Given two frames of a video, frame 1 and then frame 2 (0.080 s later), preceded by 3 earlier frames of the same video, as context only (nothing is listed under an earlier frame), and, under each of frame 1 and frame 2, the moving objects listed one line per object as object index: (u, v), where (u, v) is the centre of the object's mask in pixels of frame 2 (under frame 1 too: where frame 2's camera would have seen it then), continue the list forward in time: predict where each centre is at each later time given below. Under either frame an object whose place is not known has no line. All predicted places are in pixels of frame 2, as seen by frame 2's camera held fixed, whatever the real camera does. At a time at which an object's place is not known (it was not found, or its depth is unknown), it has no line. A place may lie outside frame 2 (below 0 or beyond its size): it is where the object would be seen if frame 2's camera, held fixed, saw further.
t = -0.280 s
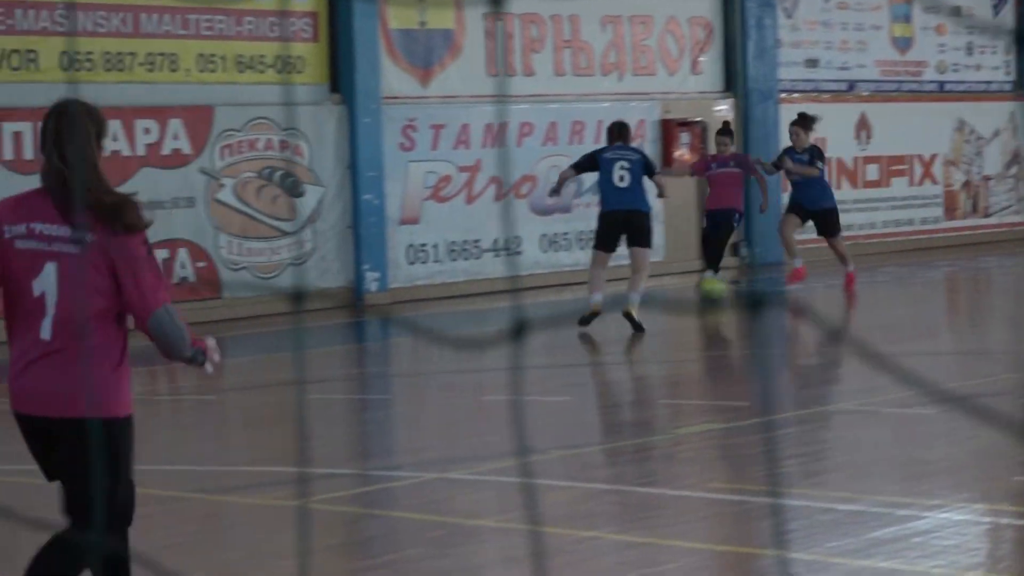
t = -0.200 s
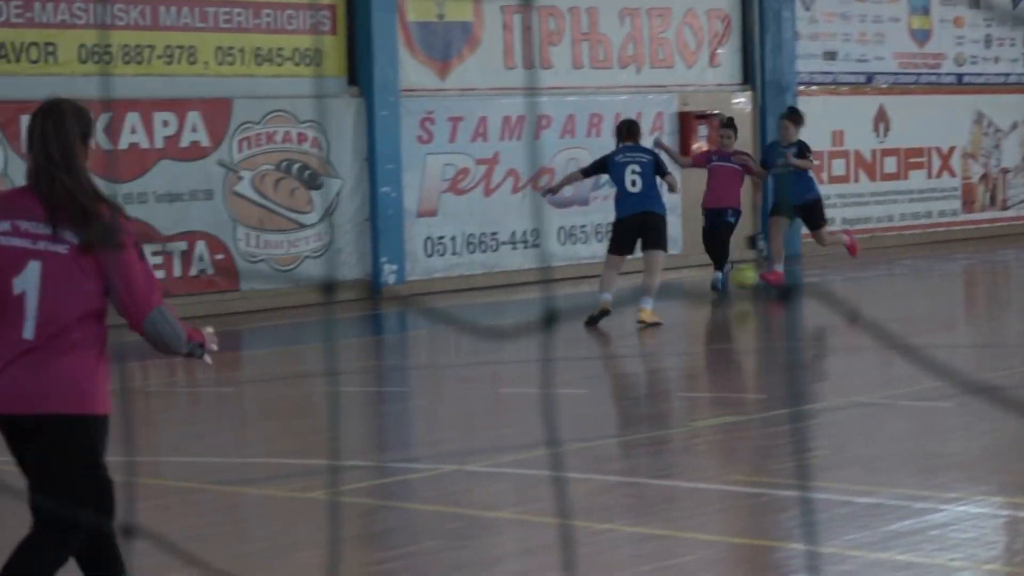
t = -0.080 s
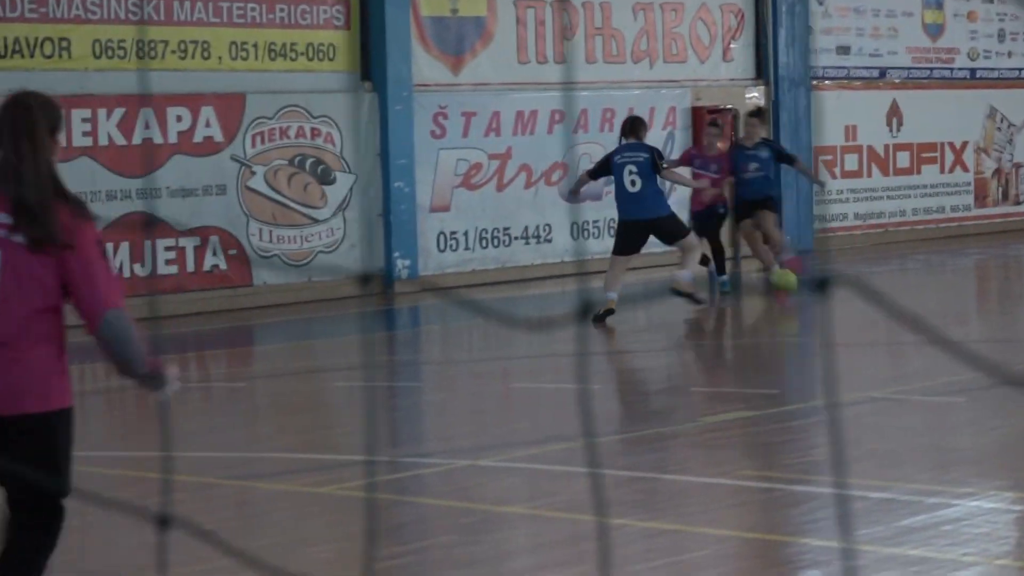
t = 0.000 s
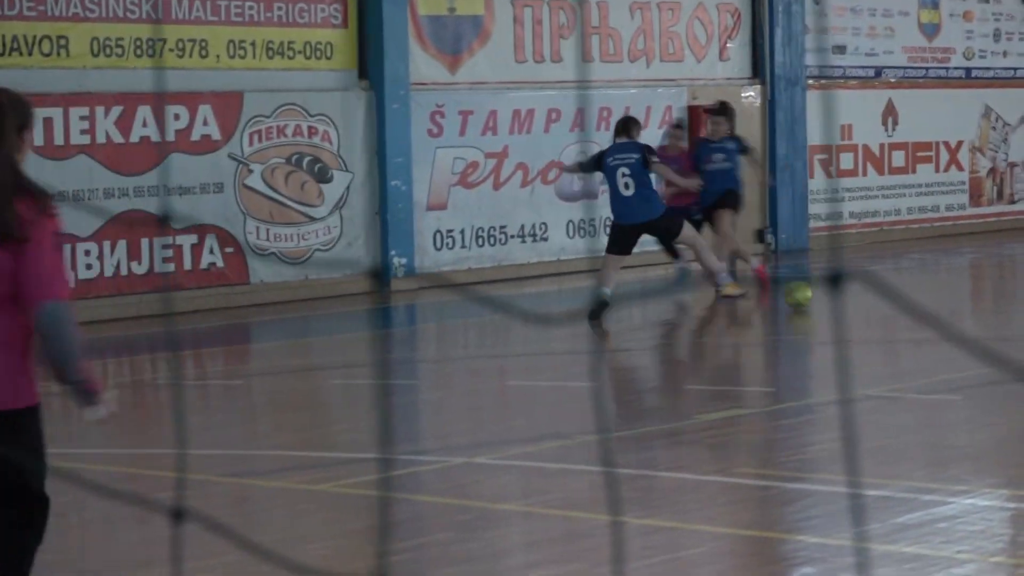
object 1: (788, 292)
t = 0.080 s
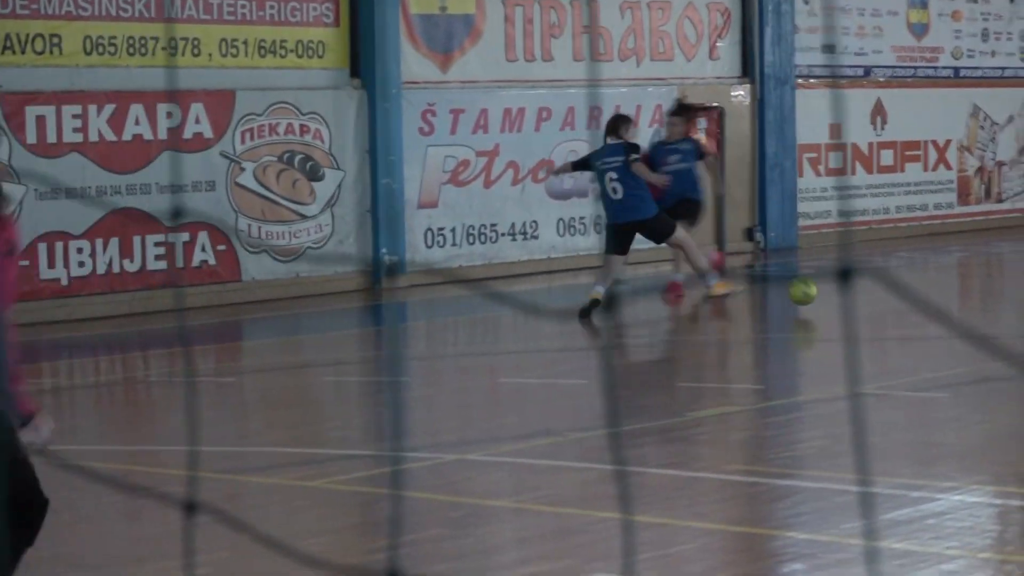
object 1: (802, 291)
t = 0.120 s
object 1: (811, 295)
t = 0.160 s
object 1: (820, 300)
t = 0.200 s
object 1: (828, 308)
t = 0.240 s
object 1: (837, 310)
